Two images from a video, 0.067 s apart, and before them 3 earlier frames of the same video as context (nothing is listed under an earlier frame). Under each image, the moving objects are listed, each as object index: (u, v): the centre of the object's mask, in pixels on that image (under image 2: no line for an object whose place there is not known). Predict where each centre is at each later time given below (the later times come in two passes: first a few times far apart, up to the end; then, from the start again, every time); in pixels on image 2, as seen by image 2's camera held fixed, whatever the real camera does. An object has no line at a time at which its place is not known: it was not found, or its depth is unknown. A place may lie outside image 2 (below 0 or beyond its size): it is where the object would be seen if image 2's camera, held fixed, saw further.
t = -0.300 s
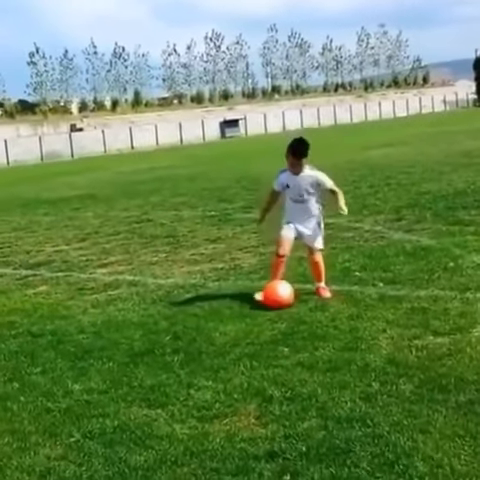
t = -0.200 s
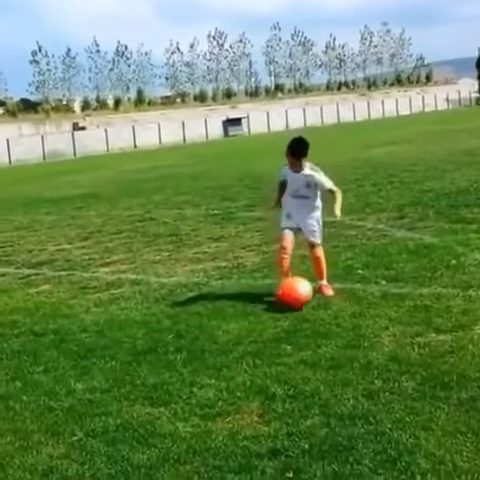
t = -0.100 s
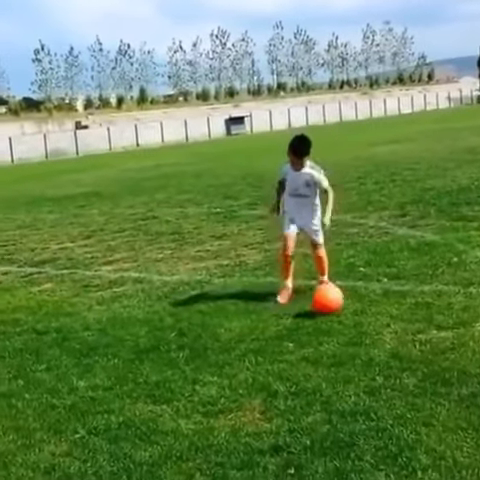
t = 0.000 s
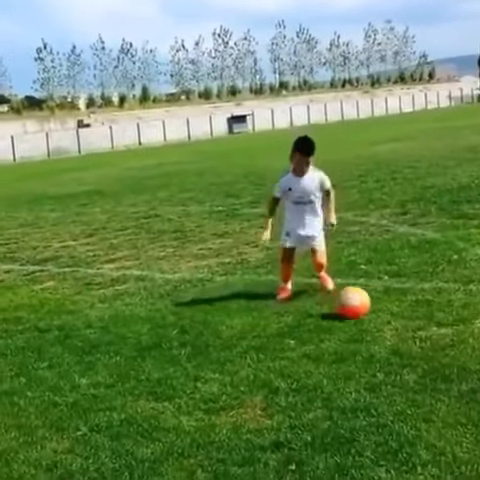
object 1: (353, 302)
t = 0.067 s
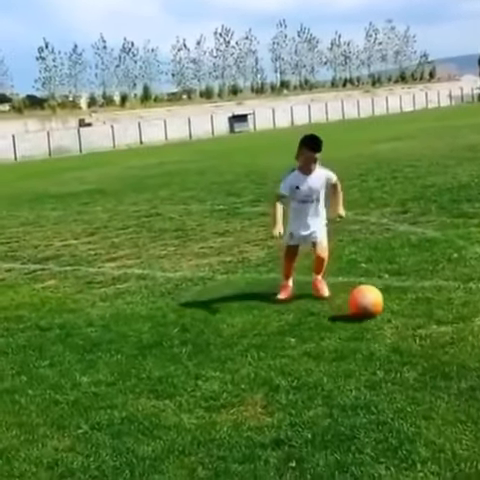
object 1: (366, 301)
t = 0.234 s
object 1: (397, 309)
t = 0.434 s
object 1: (434, 315)
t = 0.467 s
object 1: (440, 317)
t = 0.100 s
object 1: (371, 302)
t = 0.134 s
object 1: (378, 304)
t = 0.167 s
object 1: (385, 306)
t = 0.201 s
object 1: (391, 309)
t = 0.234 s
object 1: (397, 309)
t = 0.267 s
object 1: (403, 310)
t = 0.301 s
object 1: (410, 312)
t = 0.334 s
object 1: (417, 315)
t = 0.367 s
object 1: (424, 316)
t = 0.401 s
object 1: (428, 315)
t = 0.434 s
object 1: (434, 315)
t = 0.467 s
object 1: (440, 317)
